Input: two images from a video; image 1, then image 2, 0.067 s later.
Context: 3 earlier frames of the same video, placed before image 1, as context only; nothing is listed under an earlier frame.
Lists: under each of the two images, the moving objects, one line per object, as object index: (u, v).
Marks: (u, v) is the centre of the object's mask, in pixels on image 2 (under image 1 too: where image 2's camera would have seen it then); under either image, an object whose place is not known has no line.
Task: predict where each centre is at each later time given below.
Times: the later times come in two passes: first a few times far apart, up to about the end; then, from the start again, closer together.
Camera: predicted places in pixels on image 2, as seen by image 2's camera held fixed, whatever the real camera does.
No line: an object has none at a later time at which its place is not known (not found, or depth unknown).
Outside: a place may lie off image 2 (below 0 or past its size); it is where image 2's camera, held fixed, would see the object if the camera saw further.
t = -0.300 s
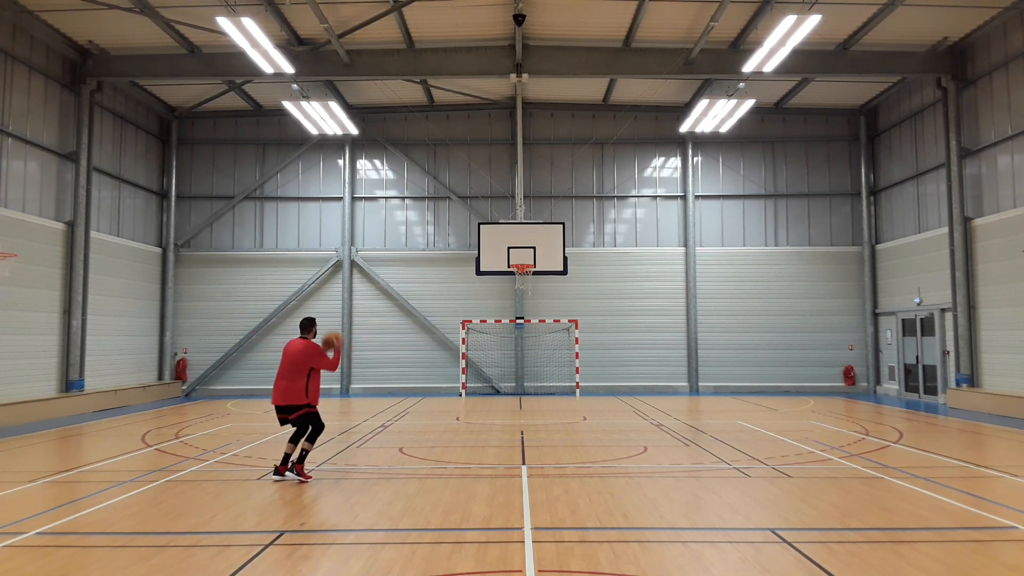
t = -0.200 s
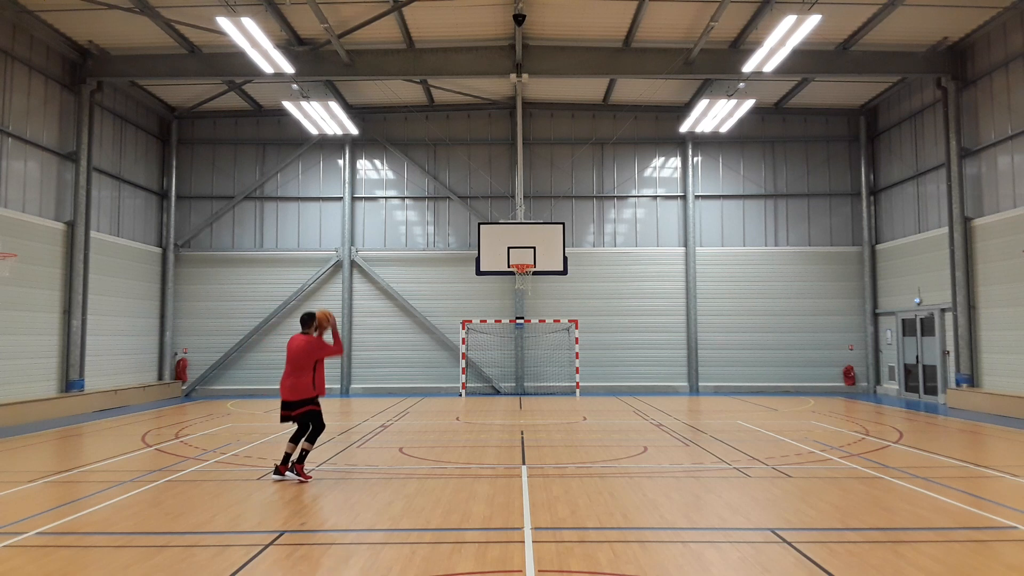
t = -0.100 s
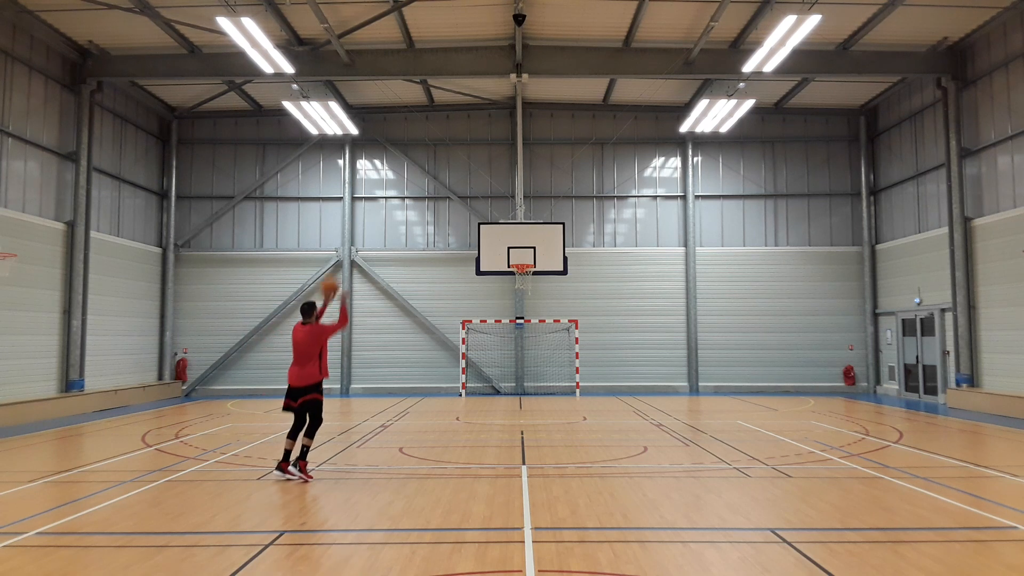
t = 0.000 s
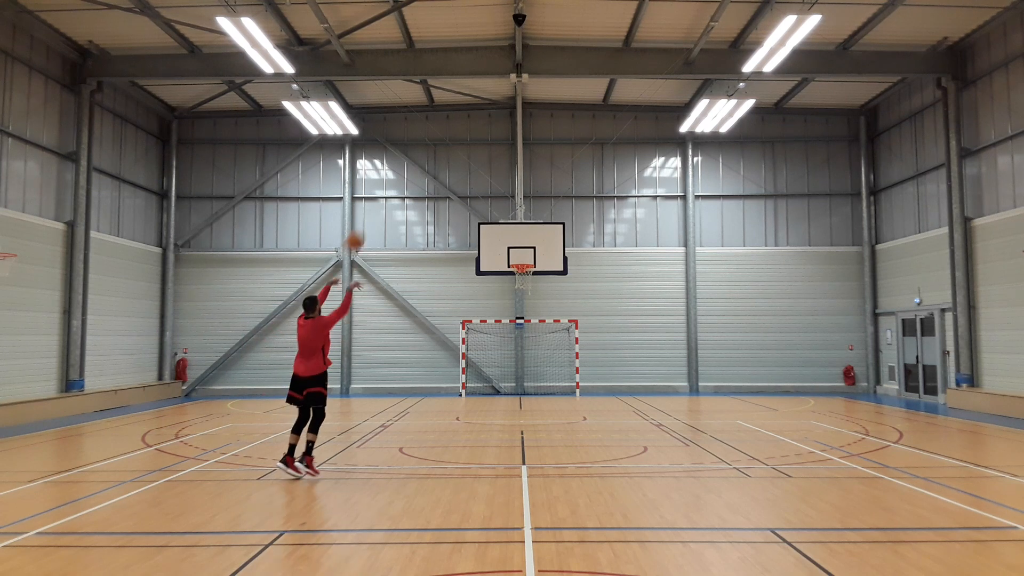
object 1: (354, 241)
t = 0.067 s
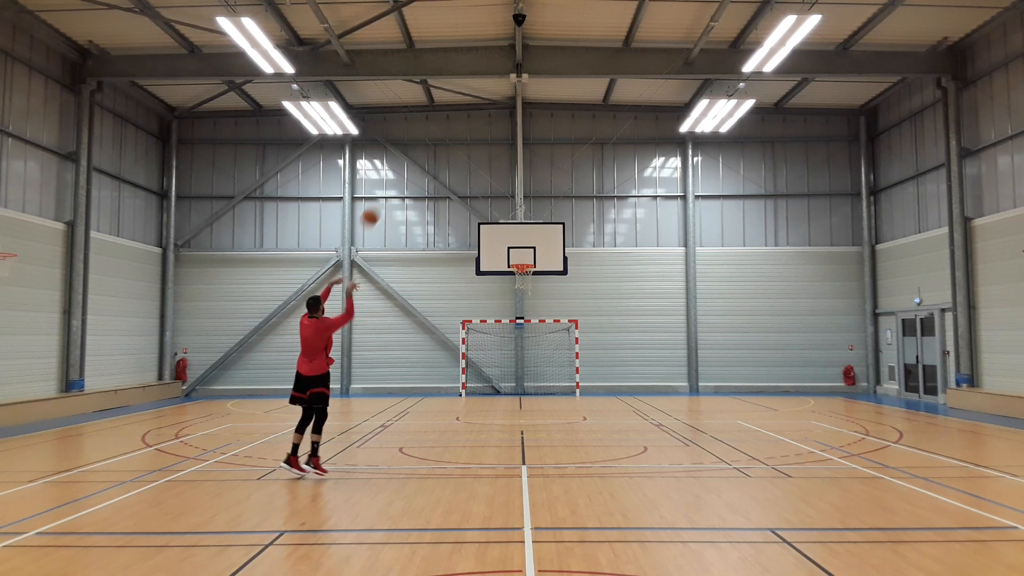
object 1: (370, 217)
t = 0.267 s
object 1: (410, 171)
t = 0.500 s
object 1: (447, 157)
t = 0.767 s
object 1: (481, 178)
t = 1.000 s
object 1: (505, 223)
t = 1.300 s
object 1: (524, 286)
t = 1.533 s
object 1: (528, 332)
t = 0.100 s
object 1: (377, 206)
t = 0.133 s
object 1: (384, 198)
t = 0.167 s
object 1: (392, 189)
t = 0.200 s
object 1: (398, 182)
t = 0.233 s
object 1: (404, 176)
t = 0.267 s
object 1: (410, 171)
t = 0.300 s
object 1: (416, 166)
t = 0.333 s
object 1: (421, 163)
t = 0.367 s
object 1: (427, 161)
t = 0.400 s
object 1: (432, 158)
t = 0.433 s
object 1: (437, 157)
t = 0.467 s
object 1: (442, 157)
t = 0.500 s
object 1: (447, 157)
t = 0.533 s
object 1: (452, 157)
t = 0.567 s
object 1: (456, 159)
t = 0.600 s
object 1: (460, 161)
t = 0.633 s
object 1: (465, 163)
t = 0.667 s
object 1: (469, 166)
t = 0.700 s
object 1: (473, 169)
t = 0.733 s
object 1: (477, 174)
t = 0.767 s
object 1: (481, 178)
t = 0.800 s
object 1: (484, 184)
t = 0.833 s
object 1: (488, 189)
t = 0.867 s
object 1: (492, 195)
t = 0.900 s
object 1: (495, 202)
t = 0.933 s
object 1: (498, 208)
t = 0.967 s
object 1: (502, 215)
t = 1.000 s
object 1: (505, 223)
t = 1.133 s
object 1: (517, 256)
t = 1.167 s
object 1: (520, 266)
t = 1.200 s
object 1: (522, 272)
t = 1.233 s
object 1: (523, 277)
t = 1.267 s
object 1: (523, 282)
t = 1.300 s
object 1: (524, 286)
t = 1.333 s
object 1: (524, 292)
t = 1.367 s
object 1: (525, 297)
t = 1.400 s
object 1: (525, 303)
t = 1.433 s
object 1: (526, 310)
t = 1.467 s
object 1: (527, 317)
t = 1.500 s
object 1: (528, 325)
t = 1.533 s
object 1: (528, 332)
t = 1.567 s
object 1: (529, 341)
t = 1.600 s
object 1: (530, 350)
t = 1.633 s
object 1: (530, 360)
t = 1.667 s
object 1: (531, 370)
